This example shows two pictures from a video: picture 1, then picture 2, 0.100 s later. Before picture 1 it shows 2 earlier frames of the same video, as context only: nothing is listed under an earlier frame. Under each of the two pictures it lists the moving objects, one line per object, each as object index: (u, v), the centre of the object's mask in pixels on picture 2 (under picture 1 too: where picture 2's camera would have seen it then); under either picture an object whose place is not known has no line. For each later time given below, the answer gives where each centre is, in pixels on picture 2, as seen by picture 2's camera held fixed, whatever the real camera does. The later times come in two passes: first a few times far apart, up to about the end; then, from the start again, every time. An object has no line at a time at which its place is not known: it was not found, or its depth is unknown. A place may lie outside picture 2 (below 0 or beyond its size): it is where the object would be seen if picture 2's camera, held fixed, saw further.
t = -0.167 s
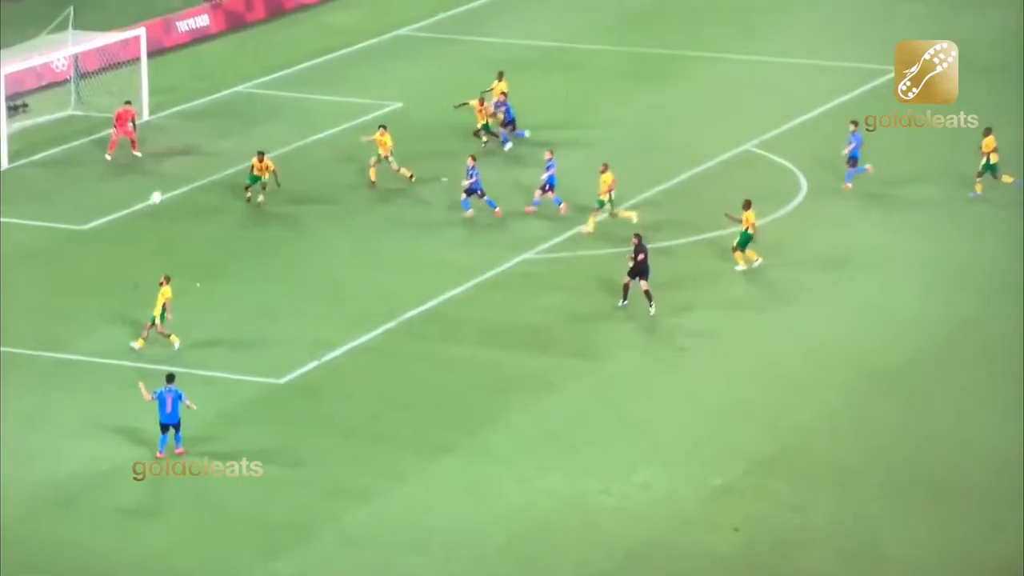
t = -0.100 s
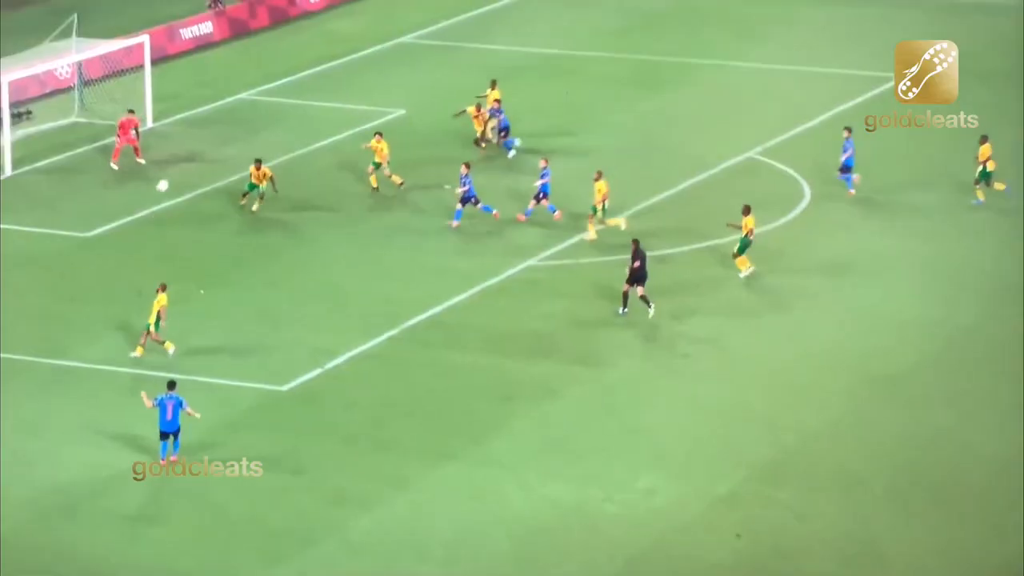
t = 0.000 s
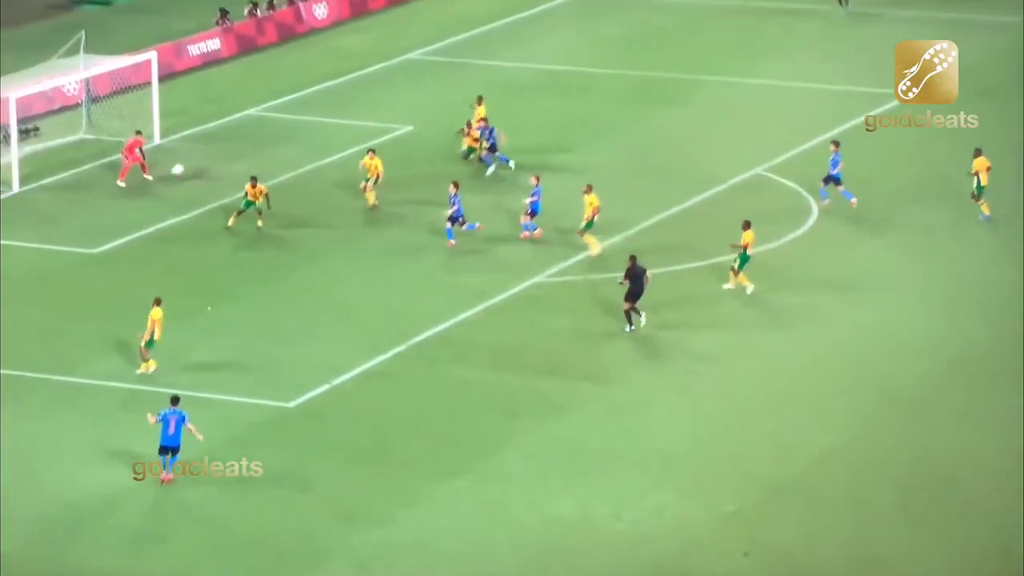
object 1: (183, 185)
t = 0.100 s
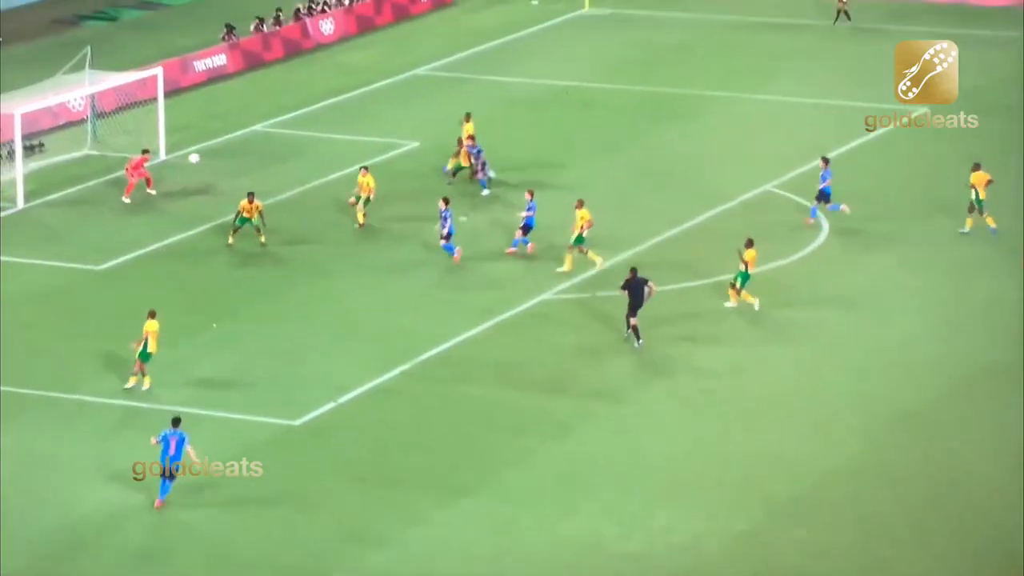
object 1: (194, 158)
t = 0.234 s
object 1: (212, 131)
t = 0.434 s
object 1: (241, 107)
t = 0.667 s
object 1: (280, 102)
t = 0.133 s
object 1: (198, 150)
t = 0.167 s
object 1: (203, 142)
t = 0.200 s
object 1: (207, 136)
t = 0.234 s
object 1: (212, 131)
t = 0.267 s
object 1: (216, 125)
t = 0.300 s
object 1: (221, 120)
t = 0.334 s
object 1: (226, 116)
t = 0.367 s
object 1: (231, 112)
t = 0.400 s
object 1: (236, 109)
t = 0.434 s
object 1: (241, 107)
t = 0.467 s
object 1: (246, 105)
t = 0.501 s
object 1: (252, 103)
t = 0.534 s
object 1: (257, 102)
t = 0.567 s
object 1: (263, 101)
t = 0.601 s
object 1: (269, 101)
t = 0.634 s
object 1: (274, 101)
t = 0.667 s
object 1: (280, 102)
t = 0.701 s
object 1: (287, 104)
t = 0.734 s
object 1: (294, 105)
